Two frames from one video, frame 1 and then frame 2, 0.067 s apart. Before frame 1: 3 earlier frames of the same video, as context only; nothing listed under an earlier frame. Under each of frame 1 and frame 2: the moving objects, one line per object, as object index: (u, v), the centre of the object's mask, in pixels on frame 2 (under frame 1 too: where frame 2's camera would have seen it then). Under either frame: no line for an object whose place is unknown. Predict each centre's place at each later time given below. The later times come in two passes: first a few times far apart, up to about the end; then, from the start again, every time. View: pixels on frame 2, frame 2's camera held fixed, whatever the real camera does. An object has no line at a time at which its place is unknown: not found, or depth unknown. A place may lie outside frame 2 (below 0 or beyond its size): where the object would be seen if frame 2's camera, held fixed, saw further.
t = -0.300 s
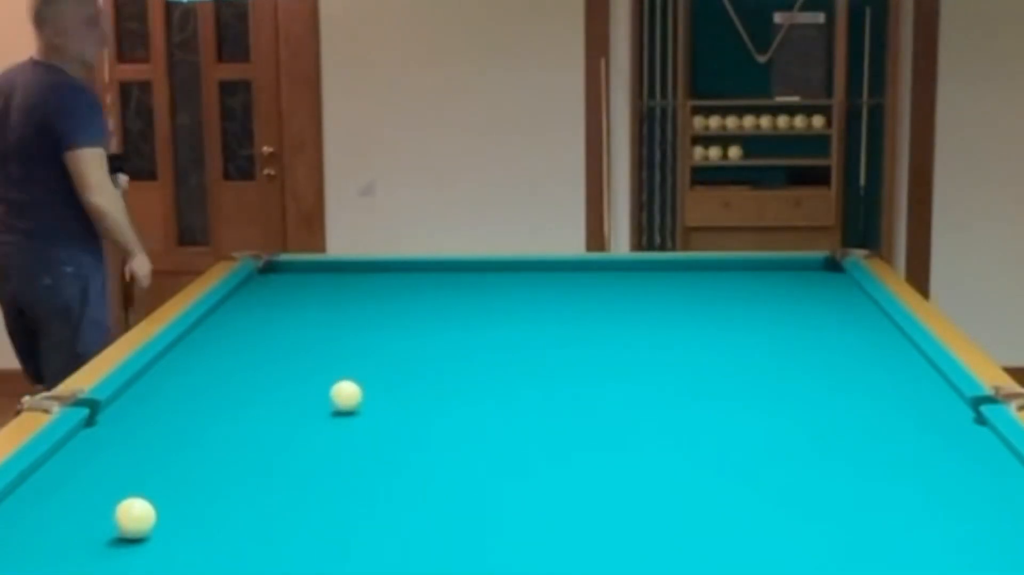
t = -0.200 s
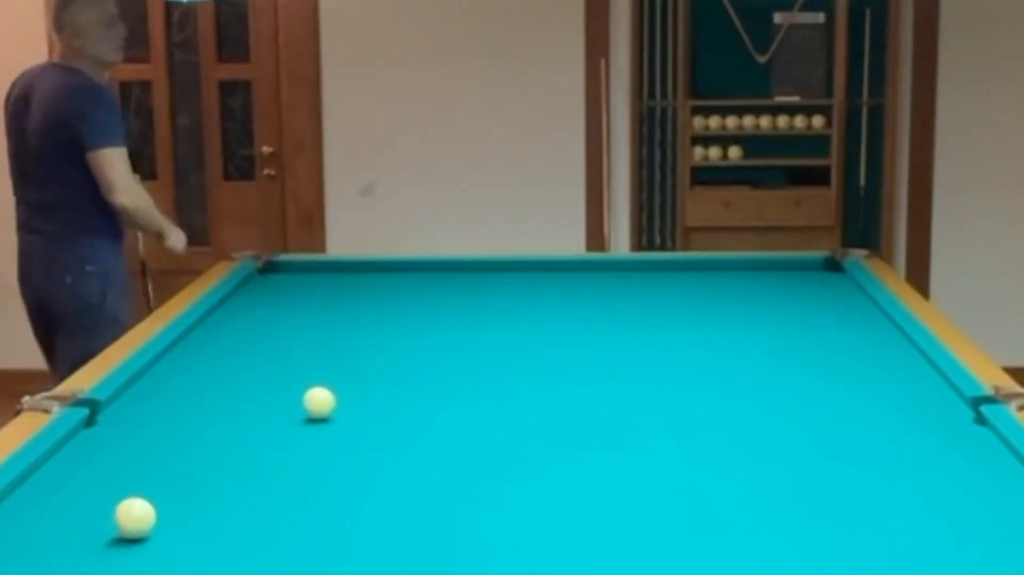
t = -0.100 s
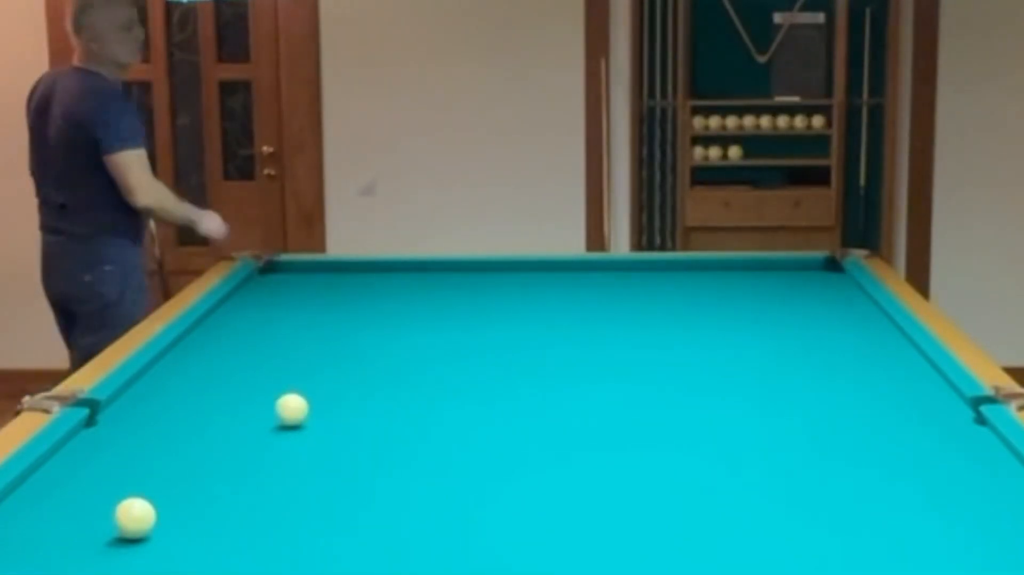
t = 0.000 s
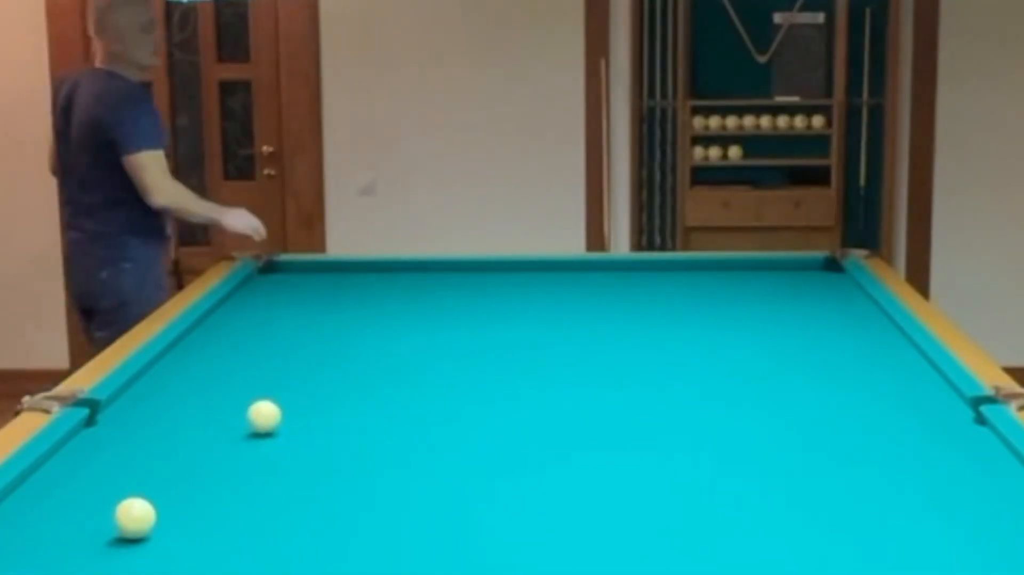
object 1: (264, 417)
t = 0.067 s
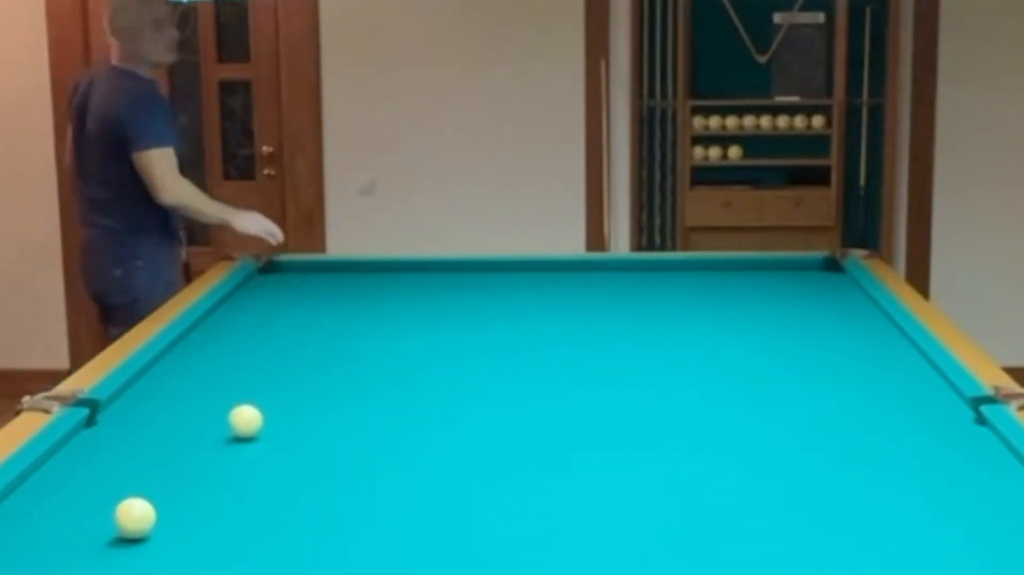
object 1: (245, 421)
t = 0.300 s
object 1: (177, 439)
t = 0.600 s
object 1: (84, 461)
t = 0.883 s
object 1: (53, 481)
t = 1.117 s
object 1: (68, 494)
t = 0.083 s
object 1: (240, 423)
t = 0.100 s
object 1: (236, 424)
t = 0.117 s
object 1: (231, 425)
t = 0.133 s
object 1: (226, 426)
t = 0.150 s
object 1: (221, 428)
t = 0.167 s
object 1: (216, 429)
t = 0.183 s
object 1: (211, 430)
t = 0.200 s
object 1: (206, 431)
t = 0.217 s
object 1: (202, 432)
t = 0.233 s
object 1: (197, 433)
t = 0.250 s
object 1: (192, 435)
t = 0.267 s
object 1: (187, 436)
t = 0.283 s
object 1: (182, 437)
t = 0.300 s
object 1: (177, 439)
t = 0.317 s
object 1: (172, 440)
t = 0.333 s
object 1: (167, 441)
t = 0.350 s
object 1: (162, 442)
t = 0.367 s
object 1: (157, 444)
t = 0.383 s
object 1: (152, 445)
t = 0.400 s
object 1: (147, 446)
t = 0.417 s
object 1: (141, 447)
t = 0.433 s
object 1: (136, 448)
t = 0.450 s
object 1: (131, 449)
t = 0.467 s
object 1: (126, 451)
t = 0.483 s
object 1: (121, 452)
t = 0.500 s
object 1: (116, 453)
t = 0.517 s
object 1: (111, 455)
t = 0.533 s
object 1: (105, 456)
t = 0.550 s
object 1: (100, 457)
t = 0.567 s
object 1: (95, 459)
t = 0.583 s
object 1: (90, 460)
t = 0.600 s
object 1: (84, 461)
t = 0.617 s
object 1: (79, 463)
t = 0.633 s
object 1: (74, 464)
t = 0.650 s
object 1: (68, 465)
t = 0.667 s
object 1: (63, 466)
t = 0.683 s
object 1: (57, 468)
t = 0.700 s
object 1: (51, 470)
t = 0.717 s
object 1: (46, 471)
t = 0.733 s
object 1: (41, 472)
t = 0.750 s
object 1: (42, 473)
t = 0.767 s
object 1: (44, 474)
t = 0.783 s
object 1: (46, 475)
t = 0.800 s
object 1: (48, 476)
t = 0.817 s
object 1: (49, 477)
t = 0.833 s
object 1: (50, 478)
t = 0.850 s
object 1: (51, 479)
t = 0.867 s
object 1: (52, 480)
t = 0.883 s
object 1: (53, 481)
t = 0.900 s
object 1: (54, 481)
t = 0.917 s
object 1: (55, 482)
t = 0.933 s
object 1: (56, 483)
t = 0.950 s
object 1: (57, 484)
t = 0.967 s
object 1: (58, 485)
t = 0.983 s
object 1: (59, 486)
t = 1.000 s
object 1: (60, 487)
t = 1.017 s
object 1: (61, 488)
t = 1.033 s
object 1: (62, 489)
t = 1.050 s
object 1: (63, 490)
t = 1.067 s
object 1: (64, 491)
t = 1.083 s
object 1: (65, 492)
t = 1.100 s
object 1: (66, 493)
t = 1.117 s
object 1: (68, 494)
